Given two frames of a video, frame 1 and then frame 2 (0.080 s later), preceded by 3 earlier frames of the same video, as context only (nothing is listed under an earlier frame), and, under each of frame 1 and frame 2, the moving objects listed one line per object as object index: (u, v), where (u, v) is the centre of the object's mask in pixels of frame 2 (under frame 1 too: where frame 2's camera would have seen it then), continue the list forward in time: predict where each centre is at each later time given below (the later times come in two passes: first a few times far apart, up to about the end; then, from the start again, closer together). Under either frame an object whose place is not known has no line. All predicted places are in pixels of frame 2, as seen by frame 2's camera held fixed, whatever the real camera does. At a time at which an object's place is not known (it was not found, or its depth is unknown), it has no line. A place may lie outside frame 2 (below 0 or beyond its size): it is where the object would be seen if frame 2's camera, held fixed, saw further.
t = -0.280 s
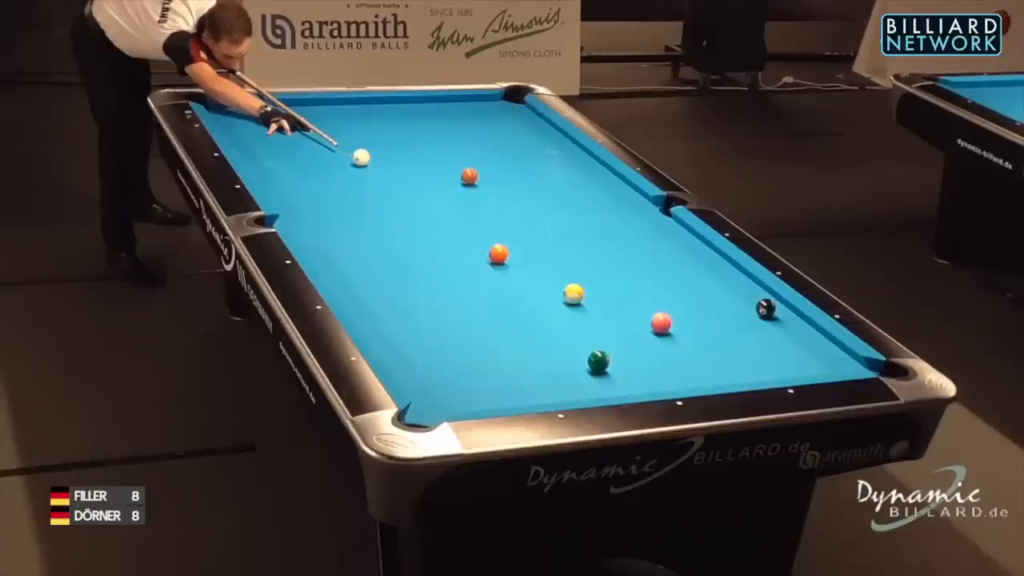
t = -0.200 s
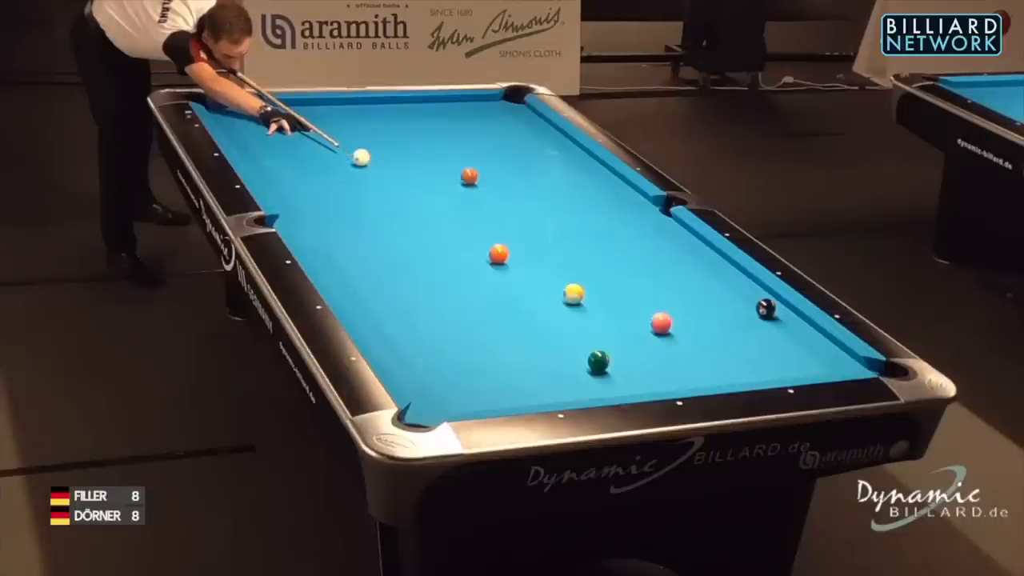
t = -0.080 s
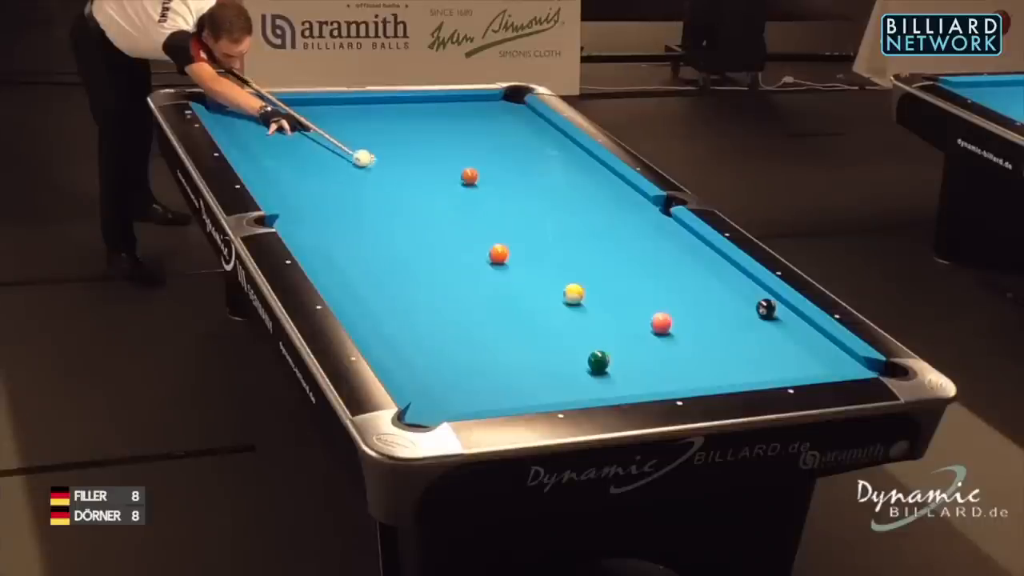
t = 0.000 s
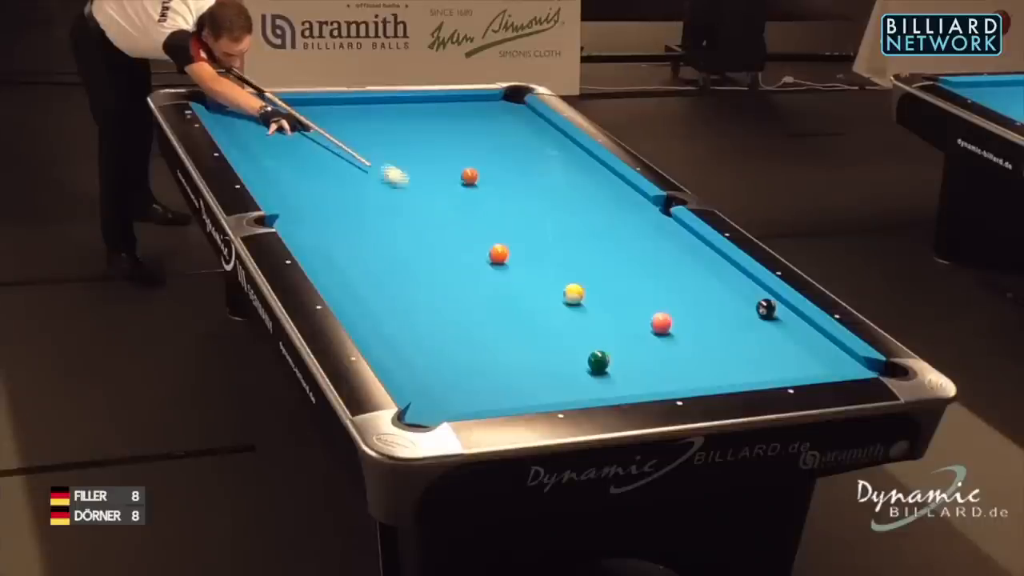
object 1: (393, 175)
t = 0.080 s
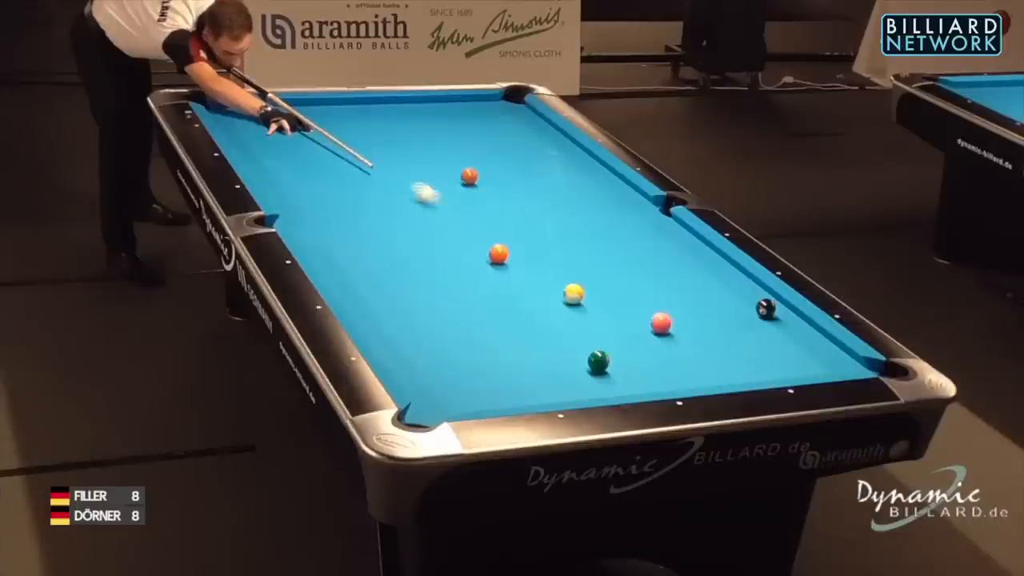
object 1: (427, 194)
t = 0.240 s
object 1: (485, 227)
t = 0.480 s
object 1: (561, 271)
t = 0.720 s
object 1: (640, 318)
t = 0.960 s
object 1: (641, 351)
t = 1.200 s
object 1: (651, 382)
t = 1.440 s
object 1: (604, 375)
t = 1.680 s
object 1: (553, 360)
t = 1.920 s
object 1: (506, 346)
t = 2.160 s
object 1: (460, 333)
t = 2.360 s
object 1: (425, 322)
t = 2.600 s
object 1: (386, 309)
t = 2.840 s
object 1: (350, 297)
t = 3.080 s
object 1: (356, 288)
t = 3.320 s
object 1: (363, 279)
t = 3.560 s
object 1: (369, 271)
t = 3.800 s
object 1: (375, 264)
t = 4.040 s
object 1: (381, 257)
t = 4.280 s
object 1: (386, 251)
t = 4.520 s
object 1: (390, 246)
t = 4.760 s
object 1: (394, 241)
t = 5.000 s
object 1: (397, 237)
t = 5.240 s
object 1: (400, 233)
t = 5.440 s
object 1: (404, 231)
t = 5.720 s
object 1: (404, 226)
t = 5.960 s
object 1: (405, 225)
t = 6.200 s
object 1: (406, 223)
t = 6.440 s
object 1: (407, 222)
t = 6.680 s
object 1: (407, 221)
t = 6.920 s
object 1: (407, 221)
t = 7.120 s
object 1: (407, 221)
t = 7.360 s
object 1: (407, 221)
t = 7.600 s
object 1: (407, 221)
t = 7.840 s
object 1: (407, 221)
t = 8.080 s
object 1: (407, 221)
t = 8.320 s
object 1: (407, 221)
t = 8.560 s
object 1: (407, 221)
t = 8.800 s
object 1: (407, 221)
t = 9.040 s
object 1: (407, 221)
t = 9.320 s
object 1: (409, 216)
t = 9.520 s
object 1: (408, 221)
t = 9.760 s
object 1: (408, 221)
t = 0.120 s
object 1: (441, 203)
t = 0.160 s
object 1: (457, 212)
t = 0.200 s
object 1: (472, 220)
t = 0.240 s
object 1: (485, 227)
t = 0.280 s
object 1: (498, 235)
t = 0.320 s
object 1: (513, 242)
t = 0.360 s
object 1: (524, 250)
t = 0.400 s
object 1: (537, 257)
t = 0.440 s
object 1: (549, 264)
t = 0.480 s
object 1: (561, 271)
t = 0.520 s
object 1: (575, 277)
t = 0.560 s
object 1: (590, 287)
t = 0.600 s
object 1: (602, 295)
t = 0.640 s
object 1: (616, 303)
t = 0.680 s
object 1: (630, 311)
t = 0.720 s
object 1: (640, 318)
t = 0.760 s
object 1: (638, 323)
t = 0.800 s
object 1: (638, 329)
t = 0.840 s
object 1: (638, 334)
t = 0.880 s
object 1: (639, 339)
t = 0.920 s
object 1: (640, 345)
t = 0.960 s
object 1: (641, 351)
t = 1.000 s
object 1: (643, 357)
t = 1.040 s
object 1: (644, 363)
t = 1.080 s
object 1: (646, 369)
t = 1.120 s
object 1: (647, 375)
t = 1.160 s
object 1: (649, 379)
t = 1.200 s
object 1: (651, 382)
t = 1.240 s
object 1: (650, 385)
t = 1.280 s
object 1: (640, 383)
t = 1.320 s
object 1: (631, 382)
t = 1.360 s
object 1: (622, 381)
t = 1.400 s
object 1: (613, 378)
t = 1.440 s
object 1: (604, 375)
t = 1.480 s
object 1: (596, 373)
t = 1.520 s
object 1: (587, 370)
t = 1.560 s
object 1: (578, 368)
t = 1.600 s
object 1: (569, 366)
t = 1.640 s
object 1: (561, 363)
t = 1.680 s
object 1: (553, 360)
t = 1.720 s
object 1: (545, 359)
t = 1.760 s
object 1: (537, 355)
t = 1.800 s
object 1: (529, 353)
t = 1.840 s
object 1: (521, 351)
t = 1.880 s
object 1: (513, 348)
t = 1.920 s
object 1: (506, 346)
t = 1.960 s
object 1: (498, 343)
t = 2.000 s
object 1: (490, 341)
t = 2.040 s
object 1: (483, 339)
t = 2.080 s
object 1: (475, 336)
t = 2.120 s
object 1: (468, 334)
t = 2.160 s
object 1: (460, 333)
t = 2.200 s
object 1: (453, 330)
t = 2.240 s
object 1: (446, 328)
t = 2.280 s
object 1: (440, 325)
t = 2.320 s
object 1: (433, 324)
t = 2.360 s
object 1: (425, 322)
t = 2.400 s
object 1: (419, 320)
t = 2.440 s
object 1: (411, 318)
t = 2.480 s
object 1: (405, 316)
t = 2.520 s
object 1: (399, 313)
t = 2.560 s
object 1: (392, 311)
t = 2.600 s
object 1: (386, 309)
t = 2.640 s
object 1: (380, 308)
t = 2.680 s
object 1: (373, 306)
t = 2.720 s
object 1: (367, 304)
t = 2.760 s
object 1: (360, 302)
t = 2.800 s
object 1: (355, 300)
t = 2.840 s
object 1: (350, 297)
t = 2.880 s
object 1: (349, 296)
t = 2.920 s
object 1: (351, 295)
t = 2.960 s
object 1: (352, 293)
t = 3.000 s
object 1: (353, 291)
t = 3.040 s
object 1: (354, 290)
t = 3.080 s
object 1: (356, 288)
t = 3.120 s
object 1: (357, 286)
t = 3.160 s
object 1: (358, 285)
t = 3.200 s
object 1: (359, 284)
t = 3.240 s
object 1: (360, 282)
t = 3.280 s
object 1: (361, 280)
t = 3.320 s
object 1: (363, 279)
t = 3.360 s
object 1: (364, 278)
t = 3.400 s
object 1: (365, 276)
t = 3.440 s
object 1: (366, 275)
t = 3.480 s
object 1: (368, 273)
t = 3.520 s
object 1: (369, 272)
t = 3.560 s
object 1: (369, 271)
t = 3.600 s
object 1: (370, 270)
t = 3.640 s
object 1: (371, 269)
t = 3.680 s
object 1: (373, 267)
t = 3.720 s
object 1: (374, 266)
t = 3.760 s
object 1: (374, 265)
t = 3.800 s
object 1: (375, 264)
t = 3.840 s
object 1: (376, 263)
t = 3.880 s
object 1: (377, 262)
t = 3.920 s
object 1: (378, 260)
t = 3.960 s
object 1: (379, 260)
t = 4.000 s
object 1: (380, 258)
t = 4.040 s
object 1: (381, 257)
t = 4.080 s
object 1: (382, 256)
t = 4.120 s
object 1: (383, 255)
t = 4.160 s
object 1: (383, 254)
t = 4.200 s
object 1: (384, 253)
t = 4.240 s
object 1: (385, 252)
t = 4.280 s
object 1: (386, 251)
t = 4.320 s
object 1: (386, 250)
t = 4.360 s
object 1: (387, 249)
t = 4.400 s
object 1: (388, 248)
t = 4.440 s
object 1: (389, 248)
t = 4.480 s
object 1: (389, 247)
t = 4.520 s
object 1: (390, 246)
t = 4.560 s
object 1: (391, 245)
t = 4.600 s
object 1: (391, 244)
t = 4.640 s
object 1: (392, 244)
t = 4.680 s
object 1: (393, 243)
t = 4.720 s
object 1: (393, 242)
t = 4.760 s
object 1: (394, 241)
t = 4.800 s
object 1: (394, 240)
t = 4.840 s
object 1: (395, 240)
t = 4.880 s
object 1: (395, 239)
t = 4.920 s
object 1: (396, 238)
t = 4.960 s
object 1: (397, 238)
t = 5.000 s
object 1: (397, 237)
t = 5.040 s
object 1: (397, 236)
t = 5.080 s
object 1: (398, 235)
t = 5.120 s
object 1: (398, 235)
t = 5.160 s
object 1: (399, 234)
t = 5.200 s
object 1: (400, 234)
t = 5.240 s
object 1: (400, 233)
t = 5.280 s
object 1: (400, 233)
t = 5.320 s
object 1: (401, 232)
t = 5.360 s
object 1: (401, 232)
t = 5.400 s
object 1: (401, 231)
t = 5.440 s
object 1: (404, 231)
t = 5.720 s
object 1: (404, 226)
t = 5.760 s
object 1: (405, 227)
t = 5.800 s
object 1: (405, 226)
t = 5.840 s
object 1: (405, 226)
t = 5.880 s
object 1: (405, 226)
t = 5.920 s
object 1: (405, 225)
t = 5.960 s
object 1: (405, 225)
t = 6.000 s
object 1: (406, 225)
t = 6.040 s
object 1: (406, 224)
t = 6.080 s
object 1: (406, 224)
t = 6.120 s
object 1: (406, 224)
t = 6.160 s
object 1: (406, 223)
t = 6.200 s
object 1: (406, 223)
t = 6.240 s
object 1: (406, 223)
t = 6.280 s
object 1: (406, 223)
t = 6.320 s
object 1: (407, 222)
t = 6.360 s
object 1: (407, 222)
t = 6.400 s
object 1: (407, 222)
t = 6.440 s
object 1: (407, 222)
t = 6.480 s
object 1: (407, 222)
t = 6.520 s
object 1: (407, 221)
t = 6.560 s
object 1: (407, 221)
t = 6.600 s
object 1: (407, 221)
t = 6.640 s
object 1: (407, 221)
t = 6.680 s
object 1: (407, 221)
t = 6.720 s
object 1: (407, 221)
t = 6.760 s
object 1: (407, 221)
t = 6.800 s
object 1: (407, 221)
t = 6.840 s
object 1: (407, 221)
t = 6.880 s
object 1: (407, 221)
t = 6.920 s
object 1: (407, 221)
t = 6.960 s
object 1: (407, 221)
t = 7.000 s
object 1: (407, 221)
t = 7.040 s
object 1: (407, 221)
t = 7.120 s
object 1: (407, 221)
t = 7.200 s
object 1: (407, 221)
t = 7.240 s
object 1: (407, 221)
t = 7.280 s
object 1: (407, 221)
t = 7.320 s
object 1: (407, 221)
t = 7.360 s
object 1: (407, 221)
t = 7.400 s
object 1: (407, 221)
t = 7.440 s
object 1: (407, 220)
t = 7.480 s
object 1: (407, 221)
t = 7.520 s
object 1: (407, 221)
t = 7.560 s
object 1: (407, 221)
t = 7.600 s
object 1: (407, 221)
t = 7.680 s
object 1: (407, 221)
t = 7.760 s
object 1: (407, 221)
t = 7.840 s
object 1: (407, 221)
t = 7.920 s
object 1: (407, 221)
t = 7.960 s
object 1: (407, 221)
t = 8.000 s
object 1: (407, 221)
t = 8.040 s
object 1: (407, 221)
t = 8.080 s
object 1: (407, 221)
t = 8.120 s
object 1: (407, 221)
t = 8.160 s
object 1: (407, 221)
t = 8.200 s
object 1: (407, 221)
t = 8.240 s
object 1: (407, 221)
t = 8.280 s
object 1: (407, 221)
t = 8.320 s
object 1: (407, 221)
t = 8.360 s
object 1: (407, 221)
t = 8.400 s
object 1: (407, 221)
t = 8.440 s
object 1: (407, 221)
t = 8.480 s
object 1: (407, 221)
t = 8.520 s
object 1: (407, 221)
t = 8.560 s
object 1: (407, 221)
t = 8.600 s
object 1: (407, 221)
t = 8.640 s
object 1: (407, 221)
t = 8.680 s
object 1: (407, 221)
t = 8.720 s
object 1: (407, 221)
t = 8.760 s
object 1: (407, 221)
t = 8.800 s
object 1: (407, 221)
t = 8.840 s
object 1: (407, 221)
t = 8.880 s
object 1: (407, 221)
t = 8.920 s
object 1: (407, 221)
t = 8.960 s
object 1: (408, 220)
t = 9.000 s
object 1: (407, 221)
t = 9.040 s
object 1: (407, 221)
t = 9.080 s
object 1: (407, 221)
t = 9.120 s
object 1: (407, 220)
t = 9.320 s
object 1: (409, 216)
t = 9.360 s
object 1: (409, 219)
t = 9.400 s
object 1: (408, 220)
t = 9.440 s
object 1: (408, 221)
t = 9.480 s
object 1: (408, 221)
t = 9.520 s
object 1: (408, 221)
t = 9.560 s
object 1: (408, 221)
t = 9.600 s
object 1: (408, 221)
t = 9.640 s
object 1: (408, 221)
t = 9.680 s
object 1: (408, 221)
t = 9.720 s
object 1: (408, 221)
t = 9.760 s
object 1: (408, 221)
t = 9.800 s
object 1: (407, 221)
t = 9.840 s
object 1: (407, 221)
